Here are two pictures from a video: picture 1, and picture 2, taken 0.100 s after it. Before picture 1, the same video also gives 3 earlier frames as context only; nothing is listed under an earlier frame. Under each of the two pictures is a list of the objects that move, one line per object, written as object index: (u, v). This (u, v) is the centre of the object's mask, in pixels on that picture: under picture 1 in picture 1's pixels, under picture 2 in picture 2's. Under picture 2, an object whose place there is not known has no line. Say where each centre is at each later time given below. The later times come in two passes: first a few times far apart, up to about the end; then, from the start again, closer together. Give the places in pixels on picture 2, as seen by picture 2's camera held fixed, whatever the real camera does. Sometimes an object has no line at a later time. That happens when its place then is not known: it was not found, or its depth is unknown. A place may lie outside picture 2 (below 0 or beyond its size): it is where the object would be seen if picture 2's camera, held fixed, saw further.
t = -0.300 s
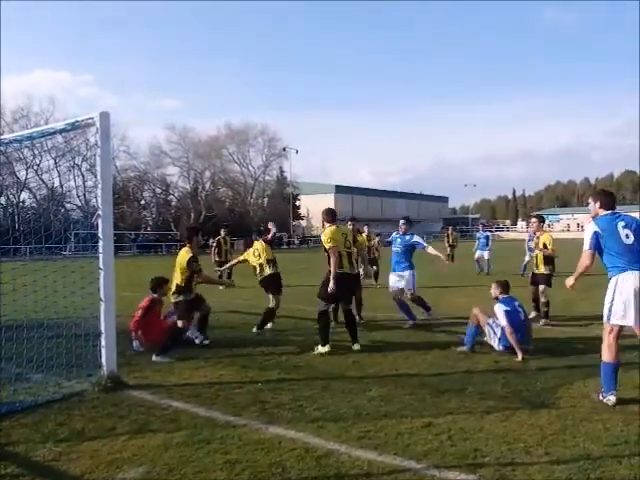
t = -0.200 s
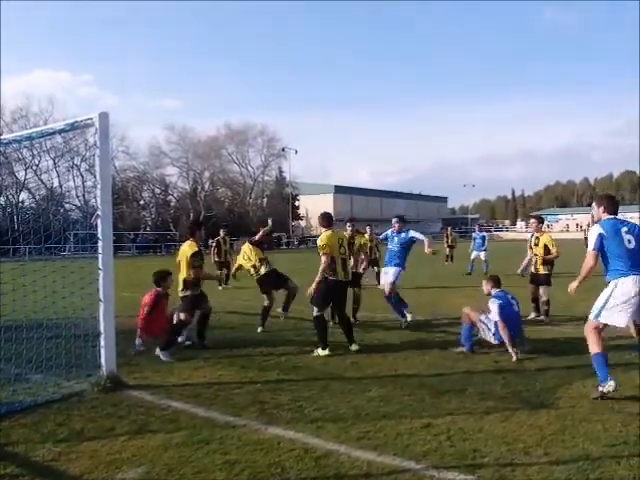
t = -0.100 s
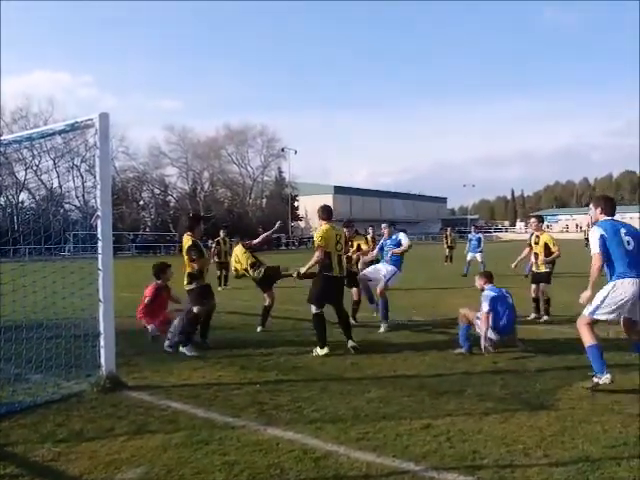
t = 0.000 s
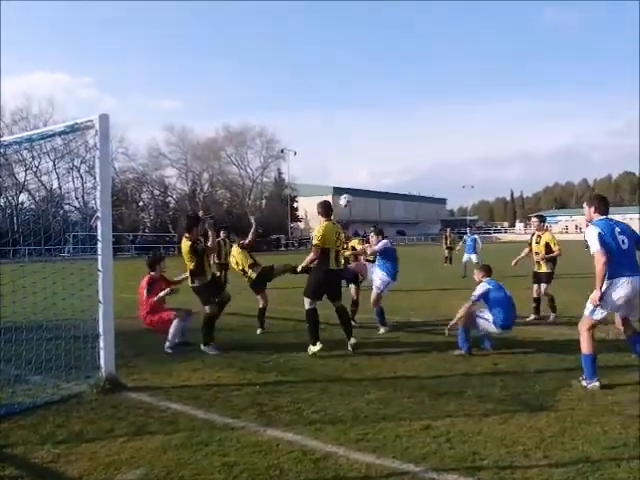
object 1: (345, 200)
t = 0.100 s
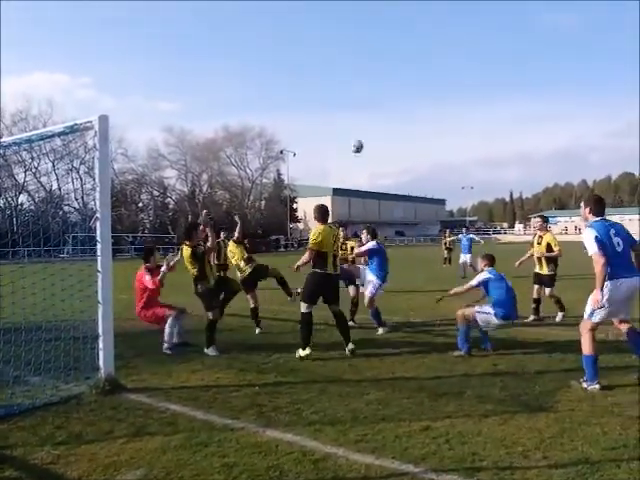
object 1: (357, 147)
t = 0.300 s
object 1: (377, 68)
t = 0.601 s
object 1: (402, 14)
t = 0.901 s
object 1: (422, 9)
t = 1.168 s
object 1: (435, 34)
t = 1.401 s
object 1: (446, 73)
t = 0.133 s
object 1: (361, 131)
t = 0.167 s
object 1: (365, 116)
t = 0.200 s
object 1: (368, 102)
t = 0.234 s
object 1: (371, 90)
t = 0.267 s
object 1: (374, 79)
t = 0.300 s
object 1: (377, 68)
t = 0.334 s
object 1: (380, 59)
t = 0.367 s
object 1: (383, 50)
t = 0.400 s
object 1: (386, 42)
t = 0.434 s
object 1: (388, 35)
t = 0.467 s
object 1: (391, 29)
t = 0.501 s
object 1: (394, 24)
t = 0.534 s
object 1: (397, 20)
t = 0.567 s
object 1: (399, 16)
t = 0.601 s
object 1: (402, 14)
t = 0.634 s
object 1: (405, 11)
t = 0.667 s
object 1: (407, 8)
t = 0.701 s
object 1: (409, 6)
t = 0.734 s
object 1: (411, 6)
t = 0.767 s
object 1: (413, 6)
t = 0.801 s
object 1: (416, 6)
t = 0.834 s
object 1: (418, 6)
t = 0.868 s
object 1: (420, 8)
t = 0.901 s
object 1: (422, 9)
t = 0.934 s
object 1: (424, 12)
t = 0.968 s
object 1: (425, 14)
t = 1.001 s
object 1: (426, 17)
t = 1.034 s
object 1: (428, 19)
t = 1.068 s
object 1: (430, 23)
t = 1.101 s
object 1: (432, 27)
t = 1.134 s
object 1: (433, 30)
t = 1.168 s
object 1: (435, 34)
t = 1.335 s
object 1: (443, 61)
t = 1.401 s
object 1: (446, 73)
